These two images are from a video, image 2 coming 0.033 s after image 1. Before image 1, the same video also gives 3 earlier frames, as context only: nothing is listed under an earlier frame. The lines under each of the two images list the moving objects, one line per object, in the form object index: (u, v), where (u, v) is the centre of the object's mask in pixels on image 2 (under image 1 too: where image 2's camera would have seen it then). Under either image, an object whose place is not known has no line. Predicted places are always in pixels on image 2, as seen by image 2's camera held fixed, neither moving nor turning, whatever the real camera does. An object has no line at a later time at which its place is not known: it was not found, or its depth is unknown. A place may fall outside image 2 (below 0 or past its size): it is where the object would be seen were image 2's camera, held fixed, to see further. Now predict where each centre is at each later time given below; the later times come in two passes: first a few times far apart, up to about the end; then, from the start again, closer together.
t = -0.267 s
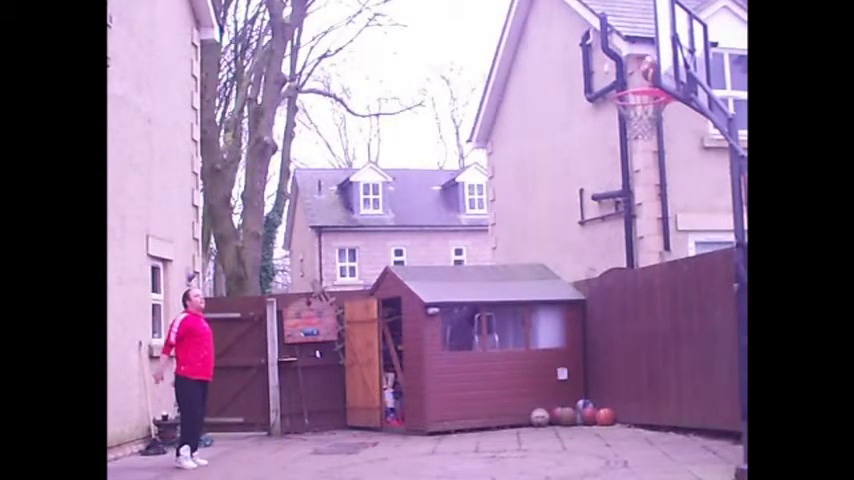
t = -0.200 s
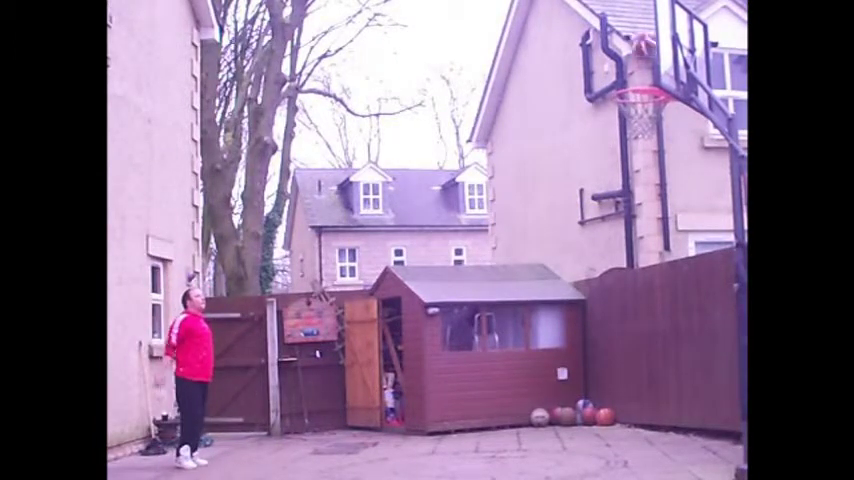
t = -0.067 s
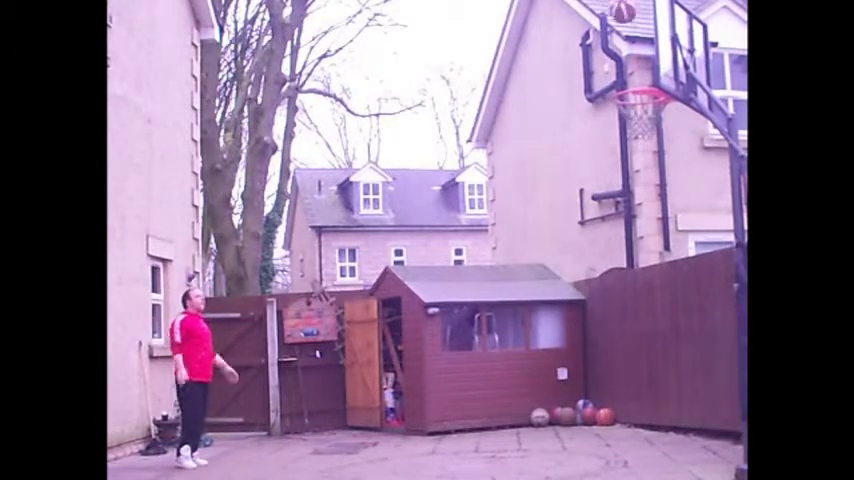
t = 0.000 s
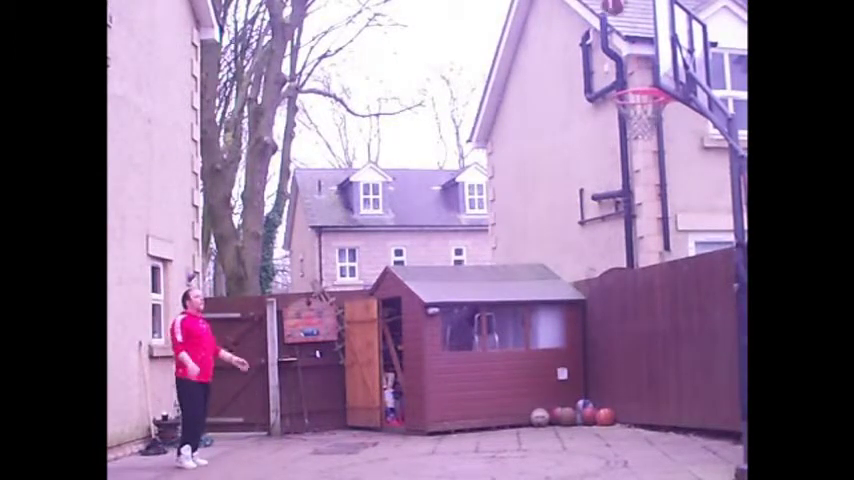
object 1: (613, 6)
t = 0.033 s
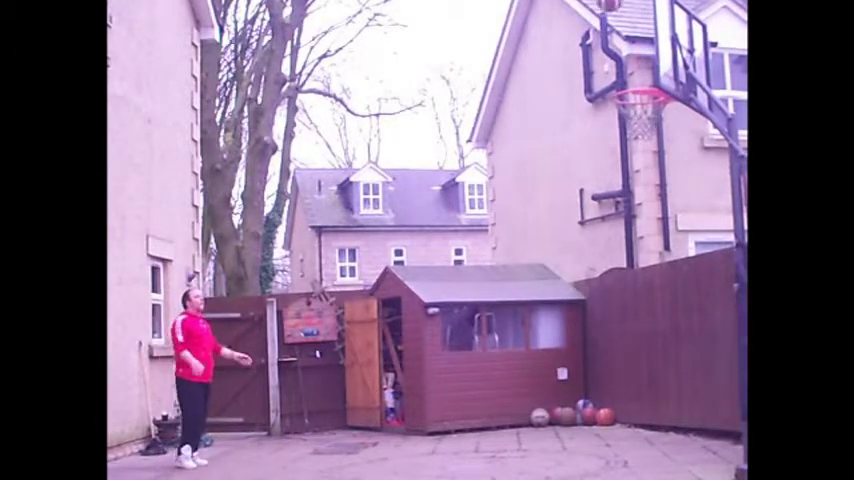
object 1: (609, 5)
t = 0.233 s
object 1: (582, 10)
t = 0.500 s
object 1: (555, 85)
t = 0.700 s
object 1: (537, 186)
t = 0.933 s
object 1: (521, 348)
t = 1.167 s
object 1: (504, 372)
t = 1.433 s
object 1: (489, 254)
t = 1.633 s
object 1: (481, 215)
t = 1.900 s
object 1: (471, 224)
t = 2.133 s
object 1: (466, 284)
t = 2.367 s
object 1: (464, 394)
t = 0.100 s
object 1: (600, 4)
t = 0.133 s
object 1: (595, 5)
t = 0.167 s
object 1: (592, 5)
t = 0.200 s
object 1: (587, 7)
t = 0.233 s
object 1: (582, 10)
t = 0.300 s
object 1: (575, 22)
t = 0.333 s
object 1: (572, 28)
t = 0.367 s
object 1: (569, 37)
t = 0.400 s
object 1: (564, 47)
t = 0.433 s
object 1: (562, 60)
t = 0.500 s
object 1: (555, 85)
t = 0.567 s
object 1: (548, 113)
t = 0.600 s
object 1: (545, 129)
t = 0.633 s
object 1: (543, 148)
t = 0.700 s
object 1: (537, 186)
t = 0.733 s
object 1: (535, 207)
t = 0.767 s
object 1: (532, 228)
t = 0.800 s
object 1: (529, 250)
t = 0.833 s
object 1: (527, 273)
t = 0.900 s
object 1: (522, 323)
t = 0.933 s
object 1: (521, 348)
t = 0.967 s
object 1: (517, 377)
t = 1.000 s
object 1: (515, 405)
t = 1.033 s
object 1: (513, 434)
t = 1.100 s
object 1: (508, 415)
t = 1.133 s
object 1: (505, 392)
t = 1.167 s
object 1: (504, 372)
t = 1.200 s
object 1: (502, 353)
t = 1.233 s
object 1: (500, 335)
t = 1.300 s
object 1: (495, 303)
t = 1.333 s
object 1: (493, 290)
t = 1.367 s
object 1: (492, 276)
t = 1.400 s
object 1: (490, 265)
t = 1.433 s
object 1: (489, 254)
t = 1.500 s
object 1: (486, 236)
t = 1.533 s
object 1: (483, 231)
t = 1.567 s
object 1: (482, 224)
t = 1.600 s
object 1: (481, 219)
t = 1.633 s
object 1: (481, 215)
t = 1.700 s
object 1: (477, 213)
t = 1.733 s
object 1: (477, 212)
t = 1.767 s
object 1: (475, 213)
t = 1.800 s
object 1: (474, 214)
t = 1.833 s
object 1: (473, 216)
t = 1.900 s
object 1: (471, 224)
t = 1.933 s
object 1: (471, 229)
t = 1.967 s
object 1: (469, 235)
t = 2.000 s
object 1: (469, 243)
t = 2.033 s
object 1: (465, 255)
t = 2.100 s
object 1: (466, 274)
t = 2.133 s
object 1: (466, 284)
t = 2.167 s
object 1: (465, 297)
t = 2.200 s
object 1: (466, 311)
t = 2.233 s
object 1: (464, 325)
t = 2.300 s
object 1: (464, 358)
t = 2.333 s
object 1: (465, 374)
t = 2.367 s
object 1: (464, 394)
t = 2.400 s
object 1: (464, 415)
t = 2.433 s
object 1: (463, 435)
